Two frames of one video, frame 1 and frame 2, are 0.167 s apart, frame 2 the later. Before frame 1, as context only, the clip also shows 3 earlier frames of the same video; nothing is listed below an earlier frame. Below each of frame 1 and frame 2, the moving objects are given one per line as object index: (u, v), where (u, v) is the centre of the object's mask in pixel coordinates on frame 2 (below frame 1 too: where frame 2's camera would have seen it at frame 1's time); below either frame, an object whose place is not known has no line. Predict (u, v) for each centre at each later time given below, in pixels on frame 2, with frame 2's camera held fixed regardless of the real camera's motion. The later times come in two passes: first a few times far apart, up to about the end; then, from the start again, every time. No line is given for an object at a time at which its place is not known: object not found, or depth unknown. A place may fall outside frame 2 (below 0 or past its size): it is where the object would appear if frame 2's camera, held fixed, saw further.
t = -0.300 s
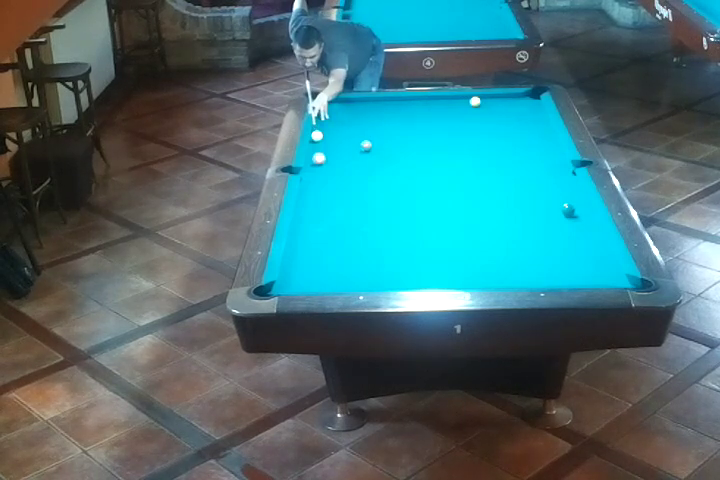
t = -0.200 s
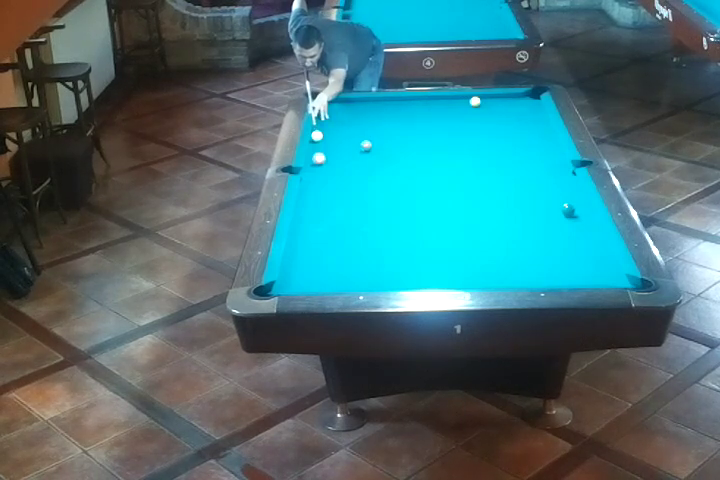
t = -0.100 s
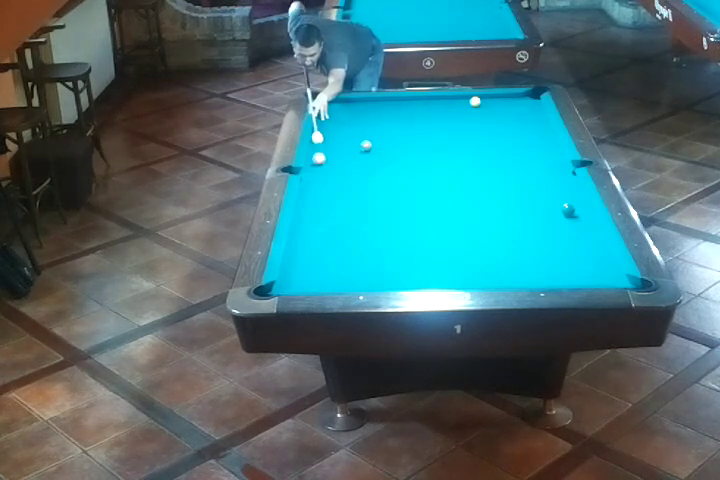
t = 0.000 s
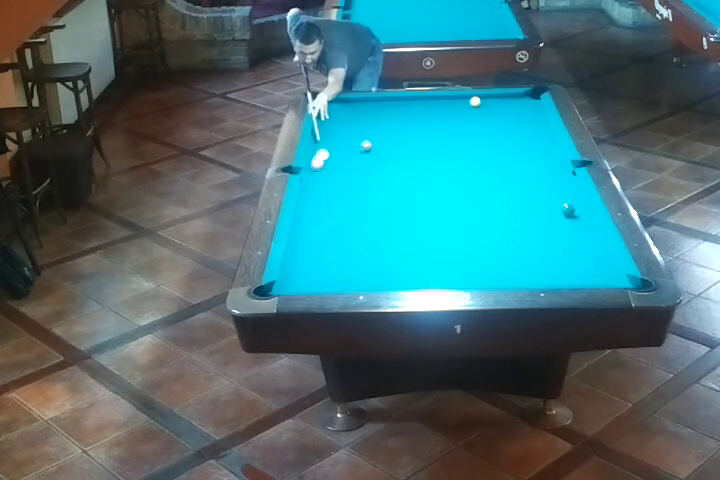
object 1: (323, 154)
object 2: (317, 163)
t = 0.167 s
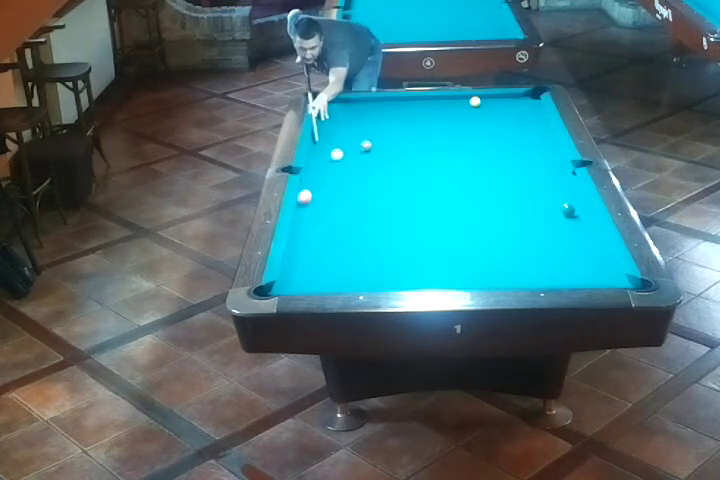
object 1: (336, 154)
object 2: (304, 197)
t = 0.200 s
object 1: (339, 154)
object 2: (302, 203)
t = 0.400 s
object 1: (354, 154)
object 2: (295, 243)
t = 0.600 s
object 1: (369, 153)
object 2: (290, 286)
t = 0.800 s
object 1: (383, 153)
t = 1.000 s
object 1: (396, 153)
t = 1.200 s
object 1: (409, 152)
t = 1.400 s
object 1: (421, 152)
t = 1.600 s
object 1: (432, 152)
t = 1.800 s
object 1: (442, 152)
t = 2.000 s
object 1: (452, 151)
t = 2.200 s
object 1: (461, 151)
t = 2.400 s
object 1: (469, 151)
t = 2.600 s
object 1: (477, 150)
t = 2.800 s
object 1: (483, 150)
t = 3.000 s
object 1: (489, 150)
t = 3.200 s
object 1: (495, 150)
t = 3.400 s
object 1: (500, 150)
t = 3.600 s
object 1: (504, 149)
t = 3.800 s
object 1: (507, 149)
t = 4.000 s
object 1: (510, 149)
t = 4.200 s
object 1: (512, 149)
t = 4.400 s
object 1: (514, 149)
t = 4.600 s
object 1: (515, 149)
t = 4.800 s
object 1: (515, 149)
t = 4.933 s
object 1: (515, 149)
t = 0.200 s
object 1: (339, 154)
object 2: (302, 203)
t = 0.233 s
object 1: (342, 154)
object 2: (300, 210)
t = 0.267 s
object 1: (344, 154)
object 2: (297, 217)
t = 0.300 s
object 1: (347, 154)
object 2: (297, 223)
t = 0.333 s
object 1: (349, 154)
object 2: (296, 230)
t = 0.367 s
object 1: (352, 154)
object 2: (296, 236)
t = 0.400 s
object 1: (354, 154)
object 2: (295, 243)
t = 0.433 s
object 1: (357, 154)
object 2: (294, 250)
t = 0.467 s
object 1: (359, 154)
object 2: (293, 257)
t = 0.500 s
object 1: (361, 154)
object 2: (293, 264)
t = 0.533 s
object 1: (364, 154)
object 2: (292, 272)
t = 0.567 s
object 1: (367, 154)
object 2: (291, 280)
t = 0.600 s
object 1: (369, 153)
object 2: (290, 286)
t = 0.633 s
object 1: (371, 153)
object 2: (281, 287)
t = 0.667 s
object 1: (374, 153)
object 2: (273, 287)
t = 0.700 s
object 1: (376, 153)
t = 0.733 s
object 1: (378, 153)
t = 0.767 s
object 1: (381, 153)
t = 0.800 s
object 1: (383, 153)
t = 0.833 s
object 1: (385, 153)
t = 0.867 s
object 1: (388, 153)
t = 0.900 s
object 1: (390, 153)
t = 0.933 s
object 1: (392, 153)
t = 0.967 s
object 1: (394, 153)
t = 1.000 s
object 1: (396, 153)
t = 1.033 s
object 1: (398, 153)
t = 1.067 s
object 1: (401, 152)
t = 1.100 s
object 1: (402, 152)
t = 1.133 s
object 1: (405, 152)
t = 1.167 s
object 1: (407, 152)
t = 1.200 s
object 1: (409, 152)
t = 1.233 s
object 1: (411, 152)
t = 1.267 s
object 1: (413, 152)
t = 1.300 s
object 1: (415, 152)
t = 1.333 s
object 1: (417, 152)
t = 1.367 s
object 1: (419, 152)
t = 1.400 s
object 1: (421, 152)
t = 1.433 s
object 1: (422, 152)
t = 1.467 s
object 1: (425, 152)
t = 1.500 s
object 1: (426, 152)
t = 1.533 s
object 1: (428, 152)
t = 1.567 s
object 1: (430, 152)
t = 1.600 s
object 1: (432, 152)
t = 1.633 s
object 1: (433, 152)
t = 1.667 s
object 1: (435, 152)
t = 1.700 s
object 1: (437, 152)
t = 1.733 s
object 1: (439, 152)
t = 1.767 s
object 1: (441, 152)
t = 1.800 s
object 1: (442, 152)
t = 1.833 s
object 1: (444, 152)
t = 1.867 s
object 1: (446, 152)
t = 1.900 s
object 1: (447, 151)
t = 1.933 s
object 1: (449, 151)
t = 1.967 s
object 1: (450, 151)
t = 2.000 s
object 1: (452, 151)
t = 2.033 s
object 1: (453, 151)
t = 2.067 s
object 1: (455, 151)
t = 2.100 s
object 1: (456, 151)
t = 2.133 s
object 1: (458, 151)
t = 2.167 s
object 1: (459, 151)
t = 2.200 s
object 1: (461, 151)
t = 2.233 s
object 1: (462, 151)
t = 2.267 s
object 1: (464, 151)
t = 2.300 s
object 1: (465, 151)
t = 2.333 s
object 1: (467, 151)
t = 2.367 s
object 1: (468, 151)
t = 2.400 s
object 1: (469, 151)
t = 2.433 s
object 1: (470, 151)
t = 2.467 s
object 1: (472, 151)
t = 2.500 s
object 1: (473, 151)
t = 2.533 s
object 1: (474, 150)
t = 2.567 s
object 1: (475, 150)
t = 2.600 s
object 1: (477, 150)
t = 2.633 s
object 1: (478, 150)
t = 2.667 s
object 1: (479, 150)
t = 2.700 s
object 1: (480, 150)
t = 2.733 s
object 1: (481, 150)
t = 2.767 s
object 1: (482, 150)
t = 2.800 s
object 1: (483, 150)
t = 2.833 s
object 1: (484, 150)
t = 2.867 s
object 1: (485, 150)
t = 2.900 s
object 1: (486, 150)
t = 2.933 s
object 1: (488, 150)
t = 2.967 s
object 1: (489, 150)
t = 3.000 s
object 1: (489, 150)
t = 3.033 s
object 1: (490, 150)
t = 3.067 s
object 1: (492, 150)
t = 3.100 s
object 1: (492, 150)
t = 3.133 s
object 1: (493, 150)
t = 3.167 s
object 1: (494, 150)
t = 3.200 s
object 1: (495, 150)
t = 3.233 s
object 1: (496, 150)
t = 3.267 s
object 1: (497, 150)
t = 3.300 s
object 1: (497, 150)
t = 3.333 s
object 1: (498, 150)
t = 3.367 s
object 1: (499, 150)
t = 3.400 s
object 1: (500, 150)
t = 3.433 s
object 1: (501, 150)
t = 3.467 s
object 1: (501, 149)
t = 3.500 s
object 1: (502, 149)
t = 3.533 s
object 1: (503, 149)
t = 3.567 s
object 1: (503, 149)
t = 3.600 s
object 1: (504, 149)
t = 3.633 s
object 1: (505, 149)
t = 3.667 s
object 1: (505, 149)
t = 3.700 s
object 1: (506, 149)
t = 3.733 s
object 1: (506, 149)
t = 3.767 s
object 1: (507, 149)
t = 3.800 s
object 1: (507, 149)
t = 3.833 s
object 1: (508, 149)
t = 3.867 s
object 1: (509, 149)
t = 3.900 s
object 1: (509, 149)
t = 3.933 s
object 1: (509, 149)
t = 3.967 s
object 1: (510, 149)
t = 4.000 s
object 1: (510, 149)
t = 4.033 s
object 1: (510, 149)
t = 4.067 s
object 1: (511, 149)
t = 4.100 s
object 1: (511, 149)
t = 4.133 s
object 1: (512, 149)
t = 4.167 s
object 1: (512, 149)
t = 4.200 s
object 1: (512, 149)
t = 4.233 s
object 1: (513, 149)
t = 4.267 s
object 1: (513, 149)
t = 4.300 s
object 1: (513, 149)
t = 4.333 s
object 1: (513, 149)
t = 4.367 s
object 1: (514, 149)
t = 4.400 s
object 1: (514, 149)
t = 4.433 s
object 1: (514, 149)
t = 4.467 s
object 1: (514, 149)
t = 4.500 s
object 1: (514, 149)
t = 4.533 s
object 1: (515, 149)
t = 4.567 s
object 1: (515, 149)
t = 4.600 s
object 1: (515, 149)
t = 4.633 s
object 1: (515, 149)
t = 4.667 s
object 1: (515, 149)
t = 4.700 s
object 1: (515, 149)
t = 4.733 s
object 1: (515, 149)
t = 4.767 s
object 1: (515, 149)
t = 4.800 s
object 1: (515, 149)
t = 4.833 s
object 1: (515, 149)
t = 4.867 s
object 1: (515, 149)
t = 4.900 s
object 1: (515, 149)
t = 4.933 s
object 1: (515, 149)
